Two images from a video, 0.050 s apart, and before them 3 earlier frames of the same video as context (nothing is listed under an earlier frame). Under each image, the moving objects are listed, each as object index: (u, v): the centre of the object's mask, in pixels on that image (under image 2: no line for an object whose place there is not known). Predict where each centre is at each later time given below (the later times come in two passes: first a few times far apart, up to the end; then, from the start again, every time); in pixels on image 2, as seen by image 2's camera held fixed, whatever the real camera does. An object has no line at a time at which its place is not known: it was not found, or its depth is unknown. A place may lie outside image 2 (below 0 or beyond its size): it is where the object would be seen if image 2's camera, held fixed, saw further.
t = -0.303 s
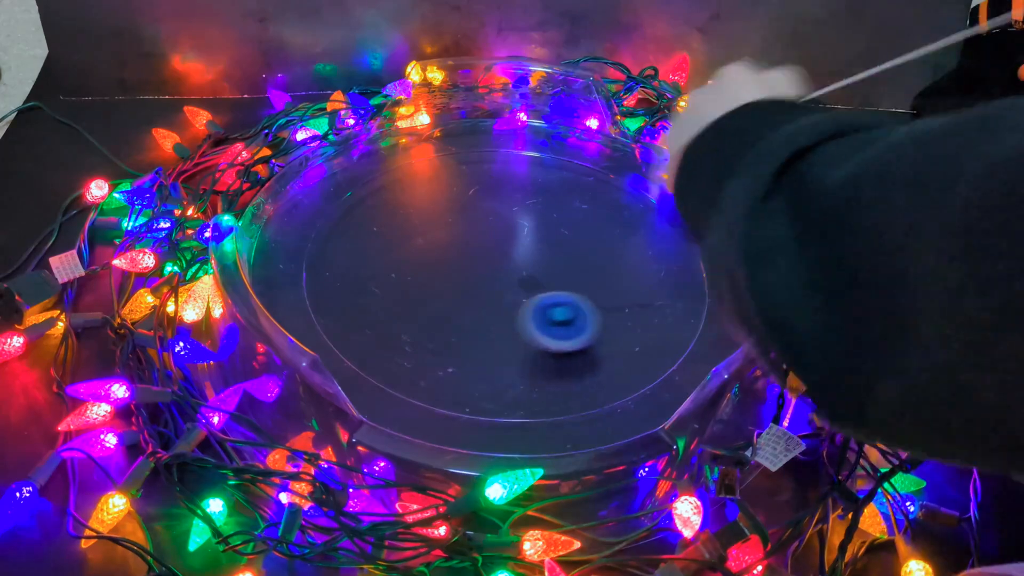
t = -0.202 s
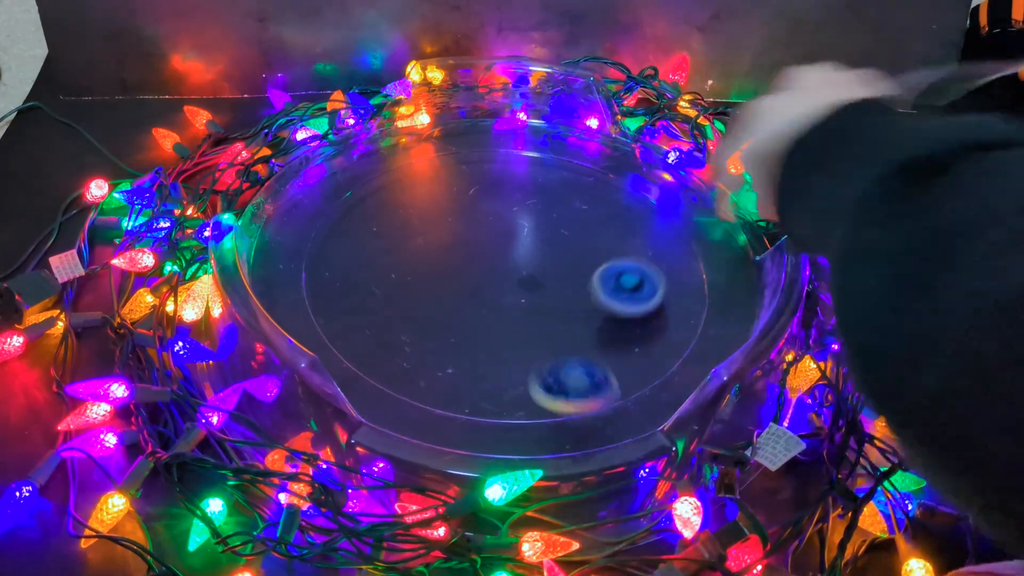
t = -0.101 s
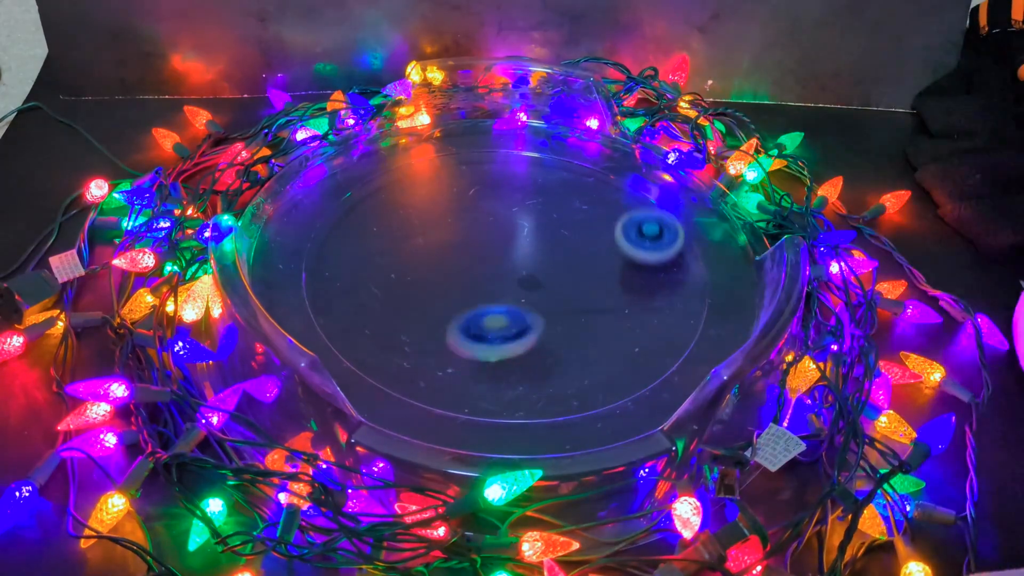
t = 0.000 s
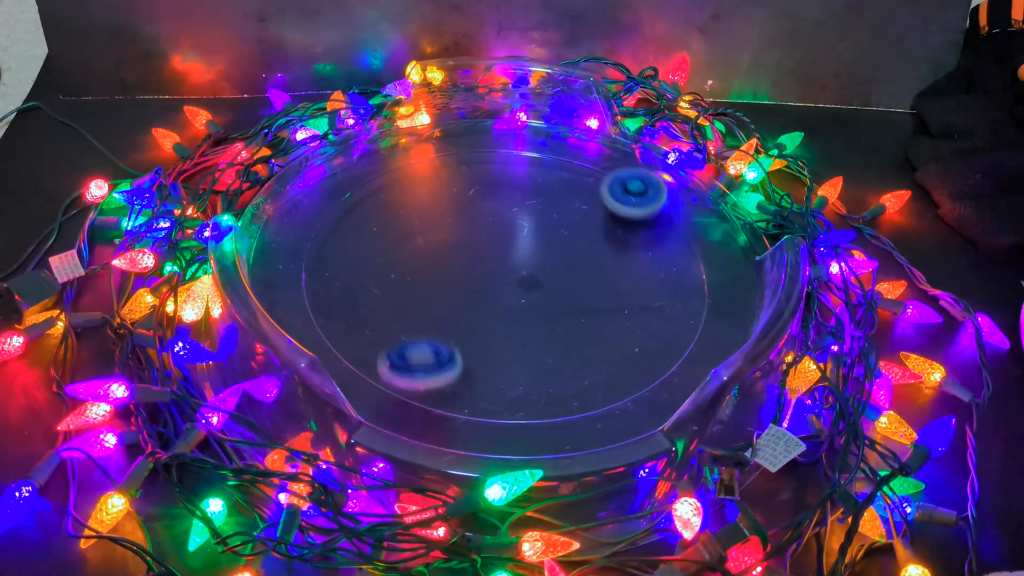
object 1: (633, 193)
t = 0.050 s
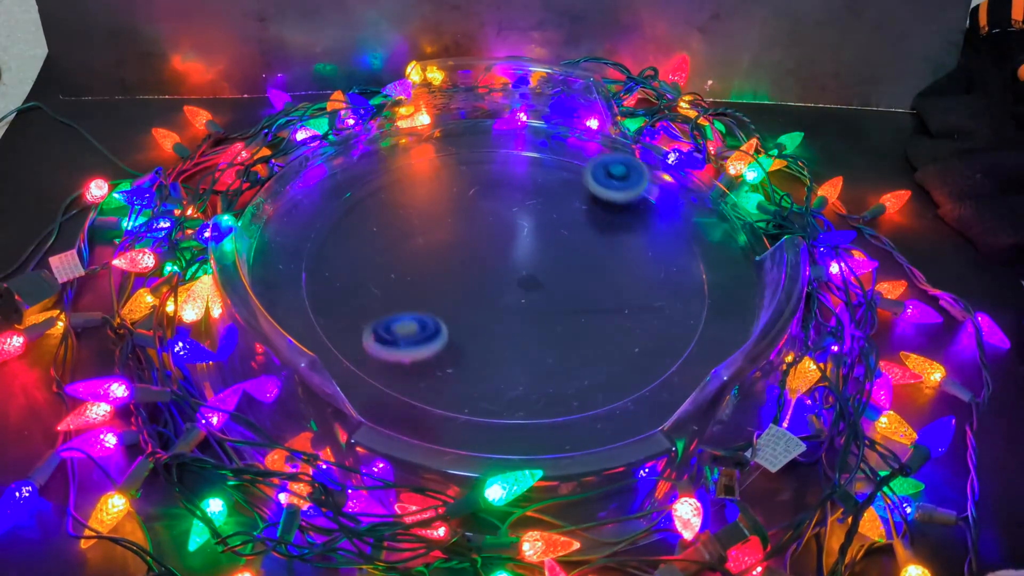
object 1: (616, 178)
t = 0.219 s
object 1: (531, 158)
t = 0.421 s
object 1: (430, 215)
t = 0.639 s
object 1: (436, 226)
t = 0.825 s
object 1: (483, 237)
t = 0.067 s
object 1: (609, 173)
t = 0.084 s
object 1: (602, 169)
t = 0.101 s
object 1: (594, 166)
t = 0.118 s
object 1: (586, 163)
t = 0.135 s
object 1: (577, 161)
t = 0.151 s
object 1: (569, 160)
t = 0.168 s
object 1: (559, 159)
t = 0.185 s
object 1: (550, 158)
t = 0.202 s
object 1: (541, 158)
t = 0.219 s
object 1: (531, 158)
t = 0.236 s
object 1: (521, 159)
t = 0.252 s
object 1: (511, 161)
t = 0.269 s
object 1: (502, 163)
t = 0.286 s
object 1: (493, 166)
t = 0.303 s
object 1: (483, 170)
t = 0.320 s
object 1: (475, 174)
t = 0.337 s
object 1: (466, 179)
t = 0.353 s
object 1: (458, 185)
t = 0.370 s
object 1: (450, 191)
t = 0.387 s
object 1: (443, 198)
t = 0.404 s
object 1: (436, 206)
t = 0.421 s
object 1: (430, 215)
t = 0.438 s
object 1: (426, 222)
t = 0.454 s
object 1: (426, 215)
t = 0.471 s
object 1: (426, 208)
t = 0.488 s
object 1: (426, 203)
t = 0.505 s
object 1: (427, 201)
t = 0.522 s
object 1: (427, 202)
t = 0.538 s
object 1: (428, 208)
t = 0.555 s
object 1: (429, 214)
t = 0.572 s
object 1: (430, 213)
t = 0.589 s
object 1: (431, 213)
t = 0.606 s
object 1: (433, 217)
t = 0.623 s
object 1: (434, 223)
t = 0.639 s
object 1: (436, 226)
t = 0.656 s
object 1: (437, 230)
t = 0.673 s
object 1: (439, 235)
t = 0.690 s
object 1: (442, 239)
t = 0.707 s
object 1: (445, 245)
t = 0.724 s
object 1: (449, 249)
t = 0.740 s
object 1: (453, 254)
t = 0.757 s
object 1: (458, 258)
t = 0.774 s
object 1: (463, 261)
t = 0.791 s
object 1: (468, 264)
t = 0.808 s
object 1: (476, 256)
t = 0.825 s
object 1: (483, 237)
